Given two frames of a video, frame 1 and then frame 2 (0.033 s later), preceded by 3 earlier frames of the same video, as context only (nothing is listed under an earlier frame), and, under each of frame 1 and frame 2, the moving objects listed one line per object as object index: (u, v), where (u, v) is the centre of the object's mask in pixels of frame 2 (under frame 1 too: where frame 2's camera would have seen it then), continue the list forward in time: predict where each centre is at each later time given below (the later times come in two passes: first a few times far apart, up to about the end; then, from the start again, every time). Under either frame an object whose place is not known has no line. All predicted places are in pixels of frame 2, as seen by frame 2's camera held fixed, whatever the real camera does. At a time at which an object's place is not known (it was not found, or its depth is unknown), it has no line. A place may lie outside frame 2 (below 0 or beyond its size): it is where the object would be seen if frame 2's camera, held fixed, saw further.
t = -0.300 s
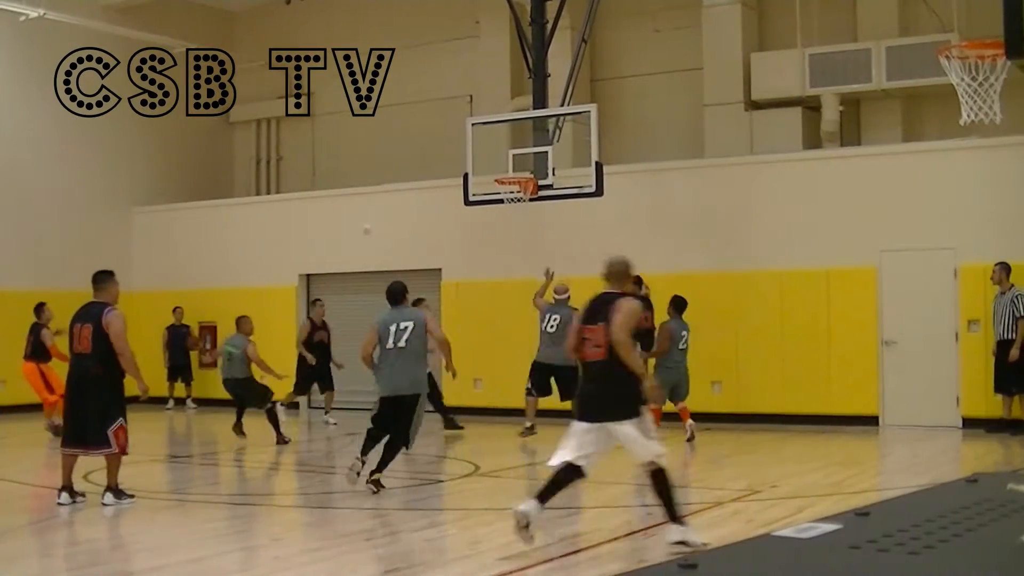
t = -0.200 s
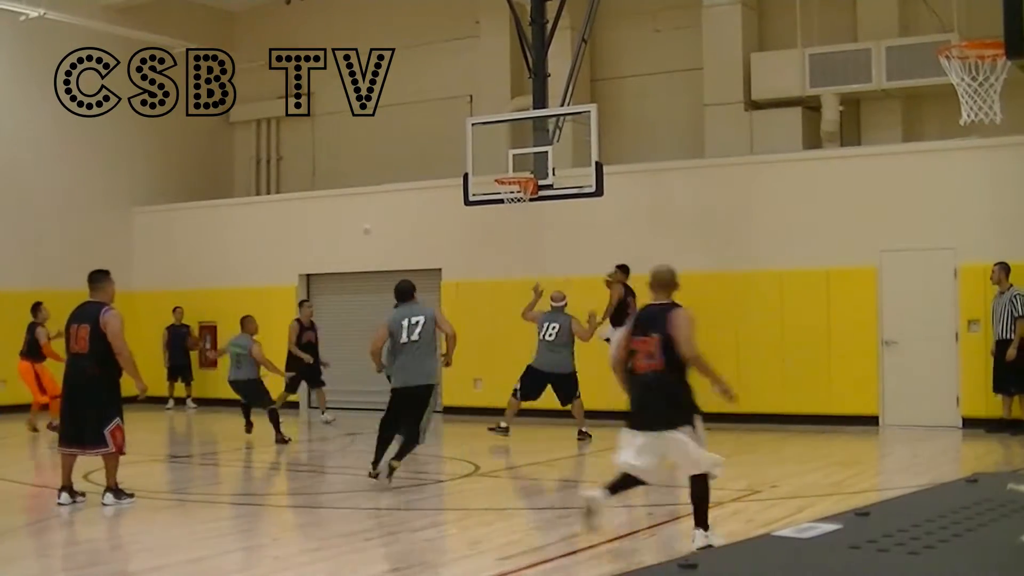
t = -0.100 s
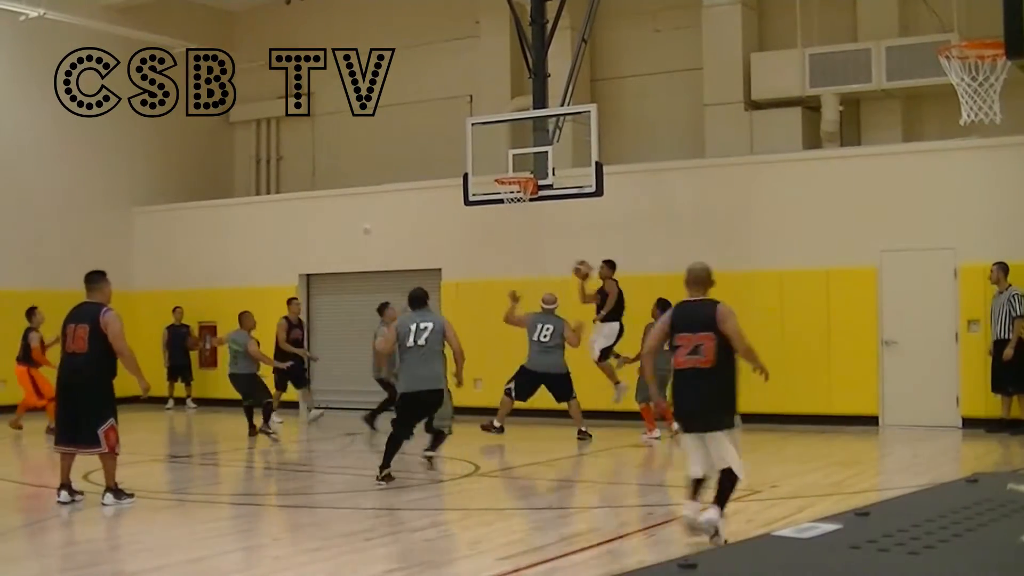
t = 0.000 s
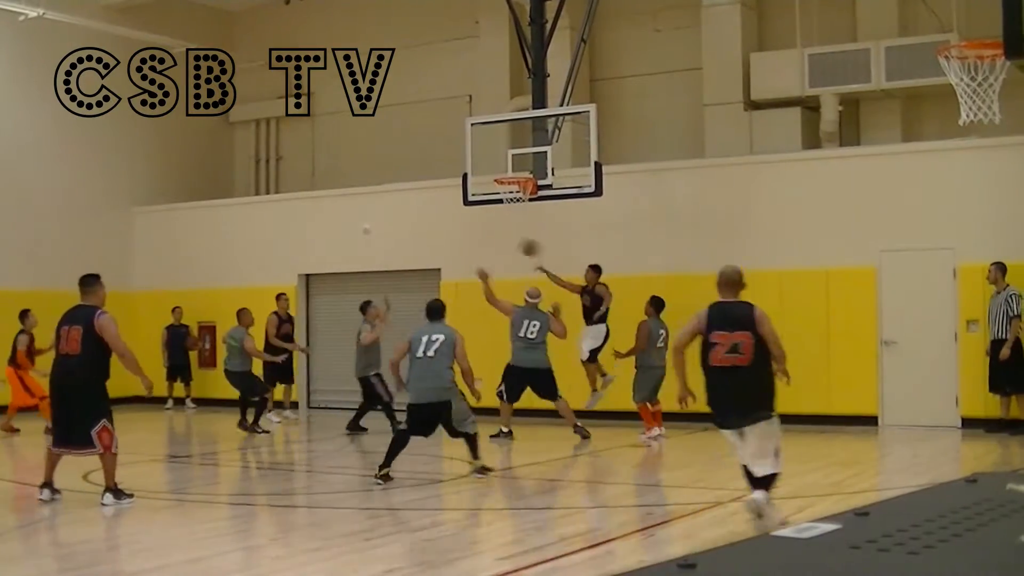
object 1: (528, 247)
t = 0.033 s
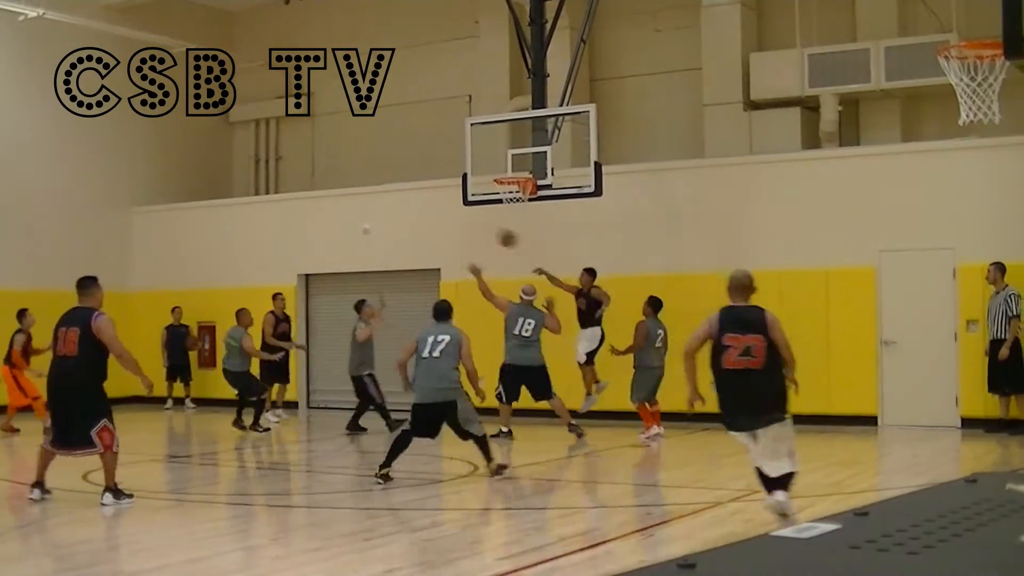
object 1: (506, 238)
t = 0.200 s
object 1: (399, 207)
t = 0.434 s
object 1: (253, 203)
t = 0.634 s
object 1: (134, 227)
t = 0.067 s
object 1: (485, 230)
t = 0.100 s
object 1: (463, 223)
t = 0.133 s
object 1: (442, 216)
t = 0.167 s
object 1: (420, 212)
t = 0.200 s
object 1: (399, 207)
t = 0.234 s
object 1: (377, 204)
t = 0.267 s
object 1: (357, 201)
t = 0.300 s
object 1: (335, 200)
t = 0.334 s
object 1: (315, 200)
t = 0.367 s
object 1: (294, 200)
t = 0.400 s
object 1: (274, 200)
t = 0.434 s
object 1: (253, 203)
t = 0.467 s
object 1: (232, 204)
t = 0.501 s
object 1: (213, 206)
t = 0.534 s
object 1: (193, 210)
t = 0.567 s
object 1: (172, 214)
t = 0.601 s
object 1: (154, 220)
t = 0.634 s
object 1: (134, 227)
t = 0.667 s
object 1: (114, 235)
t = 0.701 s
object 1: (95, 243)
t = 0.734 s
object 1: (75, 251)
